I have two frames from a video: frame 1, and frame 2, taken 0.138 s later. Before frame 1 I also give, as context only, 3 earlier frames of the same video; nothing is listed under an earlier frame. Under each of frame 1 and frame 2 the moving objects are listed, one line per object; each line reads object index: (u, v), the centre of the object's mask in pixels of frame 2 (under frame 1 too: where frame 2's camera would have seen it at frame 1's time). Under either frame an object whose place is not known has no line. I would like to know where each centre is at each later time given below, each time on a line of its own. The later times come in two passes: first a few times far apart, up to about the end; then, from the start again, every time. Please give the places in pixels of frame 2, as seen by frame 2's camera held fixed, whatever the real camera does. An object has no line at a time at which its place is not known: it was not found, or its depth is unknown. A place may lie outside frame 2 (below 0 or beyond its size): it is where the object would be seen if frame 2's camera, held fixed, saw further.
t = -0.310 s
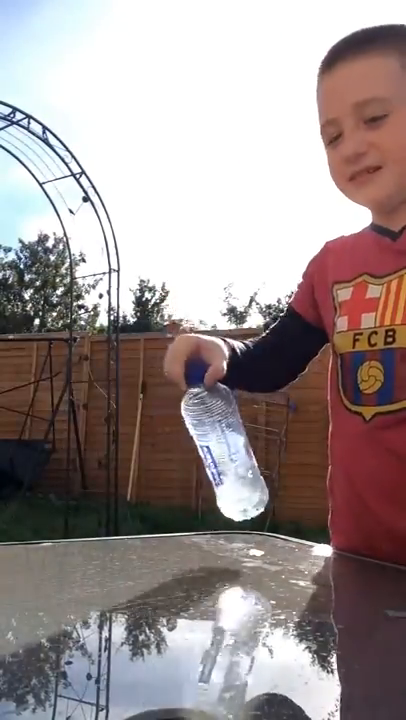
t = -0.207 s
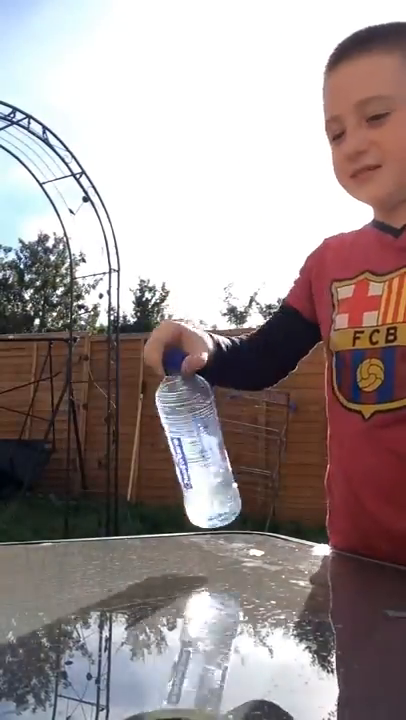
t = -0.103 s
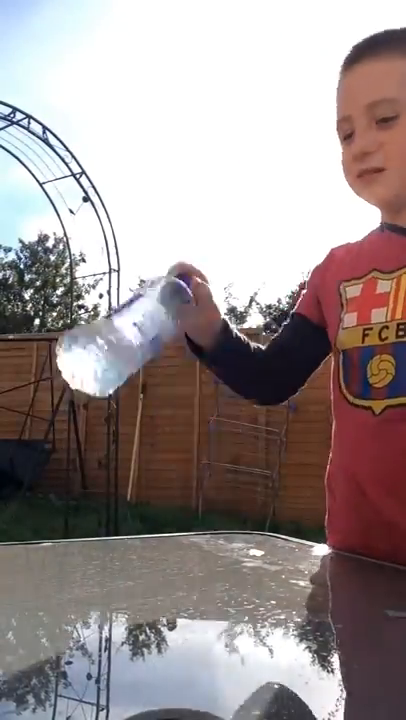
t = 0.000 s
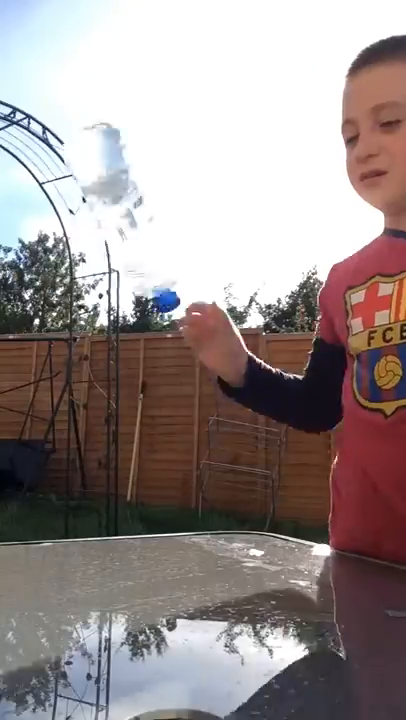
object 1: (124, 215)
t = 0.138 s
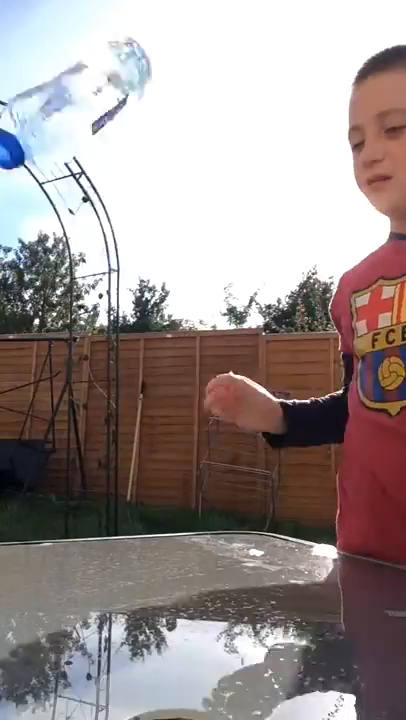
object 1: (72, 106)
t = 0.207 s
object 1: (71, 82)
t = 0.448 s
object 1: (66, 470)
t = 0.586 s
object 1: (25, 515)
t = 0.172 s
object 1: (72, 86)
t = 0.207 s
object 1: (71, 82)
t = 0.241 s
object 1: (68, 91)
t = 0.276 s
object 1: (66, 114)
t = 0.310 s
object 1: (62, 146)
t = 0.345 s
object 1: (62, 193)
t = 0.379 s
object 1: (69, 267)
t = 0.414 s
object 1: (69, 357)
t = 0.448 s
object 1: (66, 470)
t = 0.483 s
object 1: (49, 486)
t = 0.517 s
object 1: (38, 480)
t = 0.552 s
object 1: (29, 489)
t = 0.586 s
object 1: (25, 515)
